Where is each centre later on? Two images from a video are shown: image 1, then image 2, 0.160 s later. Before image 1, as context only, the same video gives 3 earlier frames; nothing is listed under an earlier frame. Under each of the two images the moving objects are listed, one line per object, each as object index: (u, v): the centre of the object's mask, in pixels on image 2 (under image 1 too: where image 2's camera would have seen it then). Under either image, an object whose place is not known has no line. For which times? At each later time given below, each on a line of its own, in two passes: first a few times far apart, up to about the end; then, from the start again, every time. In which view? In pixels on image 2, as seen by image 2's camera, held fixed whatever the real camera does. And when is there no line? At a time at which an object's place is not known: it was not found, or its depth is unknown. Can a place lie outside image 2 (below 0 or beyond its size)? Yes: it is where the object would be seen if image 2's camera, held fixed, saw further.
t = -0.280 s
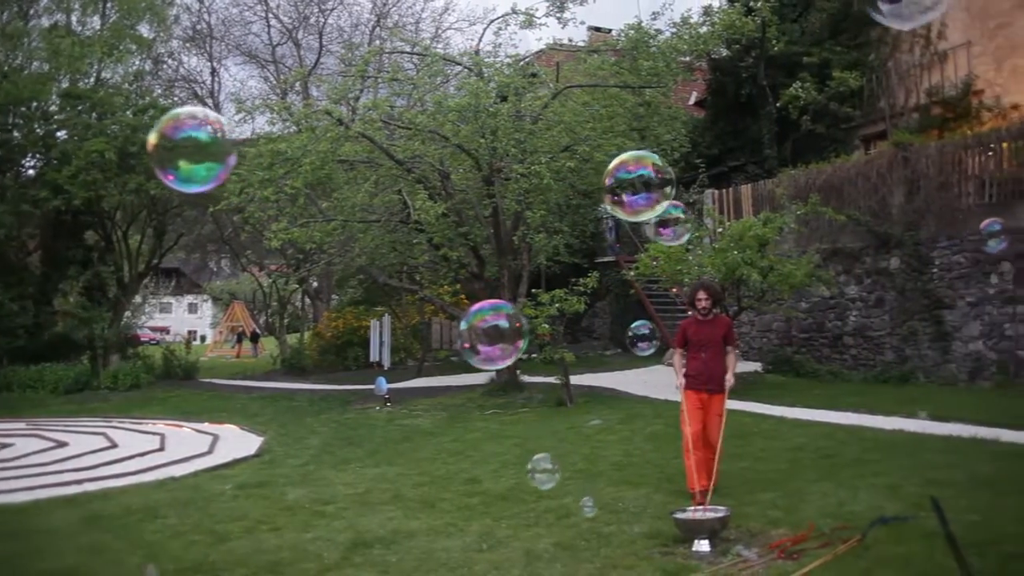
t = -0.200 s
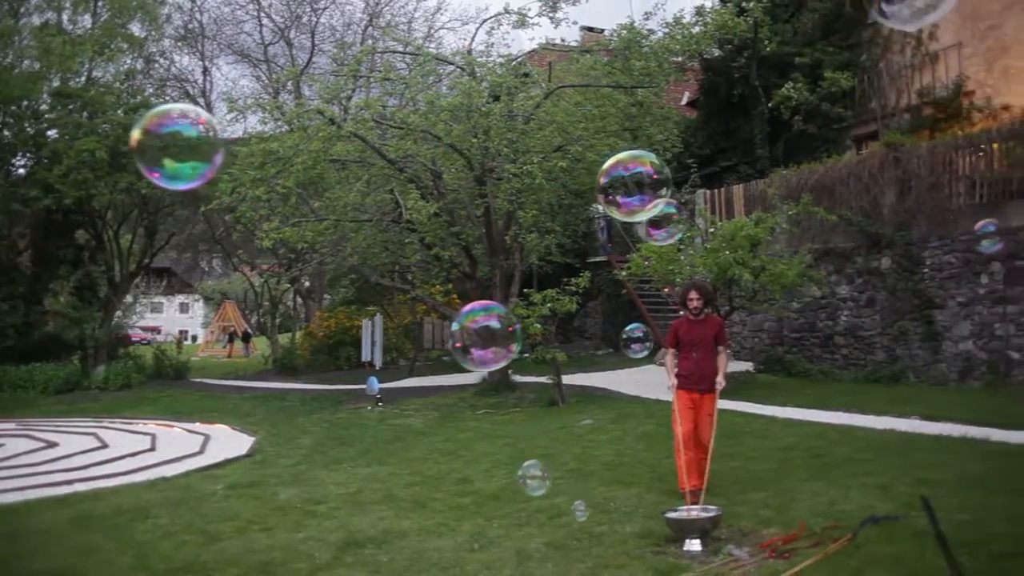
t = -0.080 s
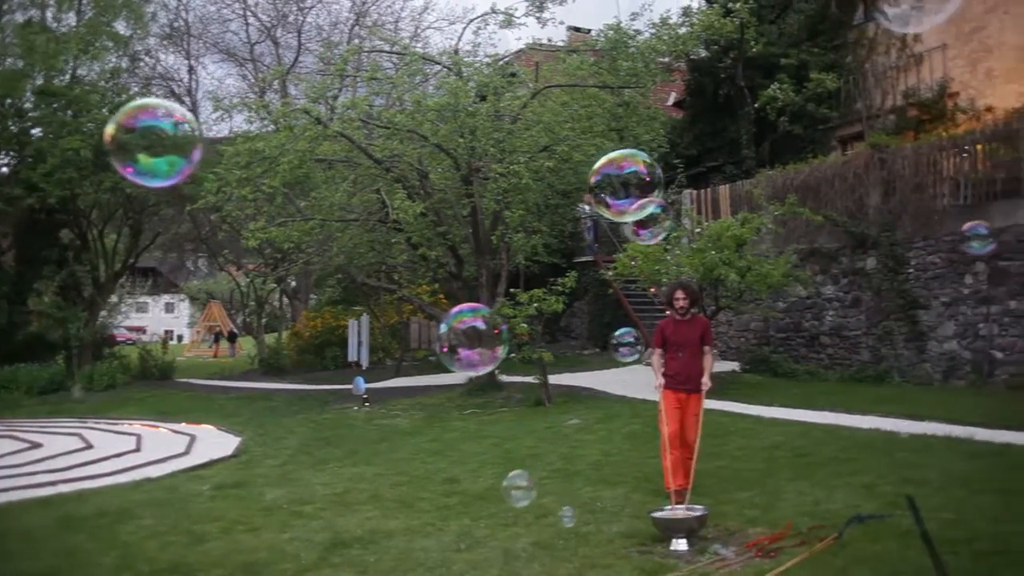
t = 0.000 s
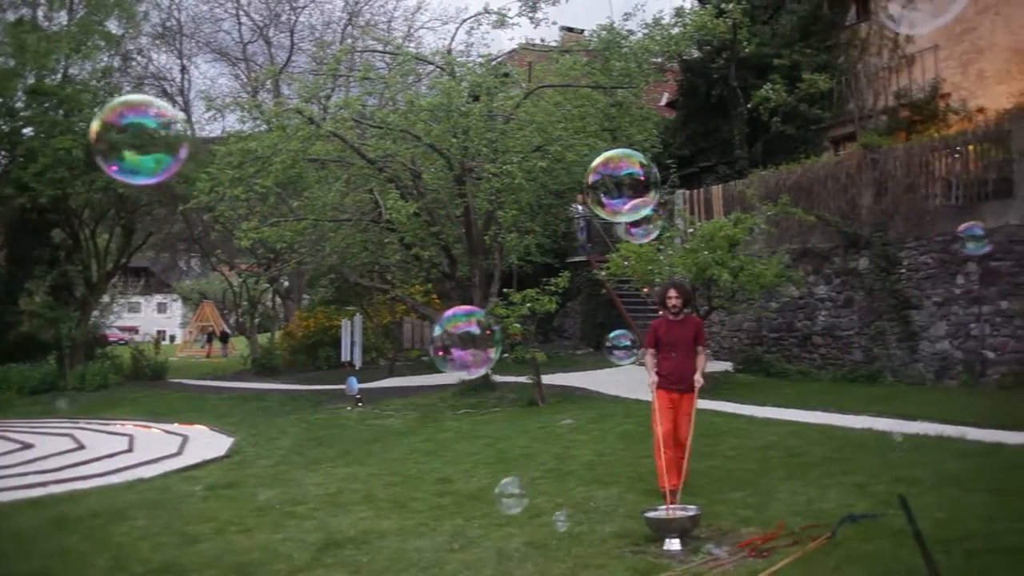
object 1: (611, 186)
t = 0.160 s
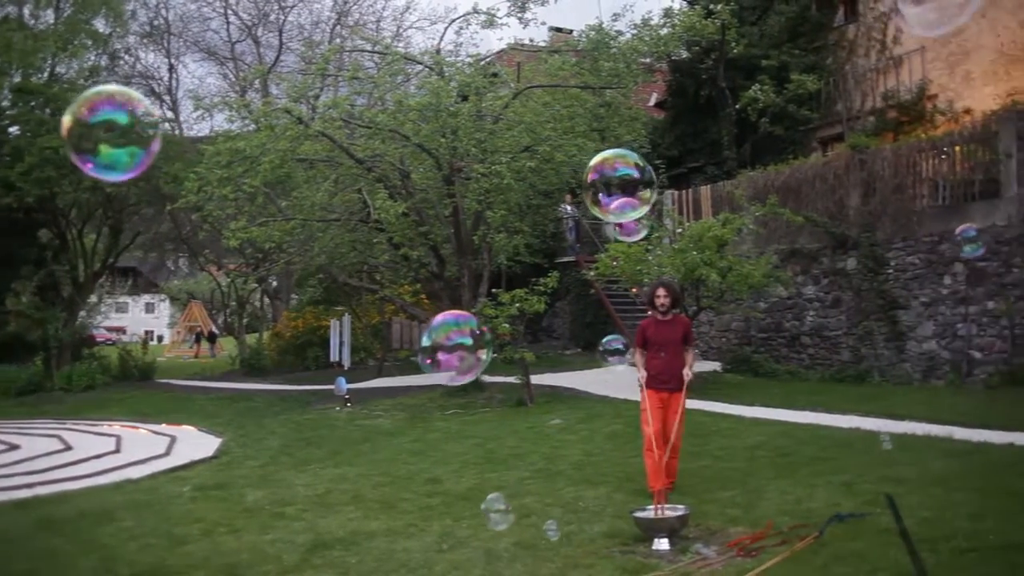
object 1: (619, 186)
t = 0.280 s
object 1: (625, 185)
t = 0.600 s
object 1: (642, 183)
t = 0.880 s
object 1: (660, 180)
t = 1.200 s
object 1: (681, 177)
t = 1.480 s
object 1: (701, 172)
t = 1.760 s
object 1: (725, 166)
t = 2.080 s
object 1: (755, 158)
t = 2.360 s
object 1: (782, 147)
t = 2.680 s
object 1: (820, 133)
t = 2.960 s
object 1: (856, 119)
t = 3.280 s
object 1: (903, 102)
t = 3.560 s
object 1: (948, 88)
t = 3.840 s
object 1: (998, 77)
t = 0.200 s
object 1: (621, 186)
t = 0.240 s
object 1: (623, 185)
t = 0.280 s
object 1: (625, 185)
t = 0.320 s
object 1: (627, 185)
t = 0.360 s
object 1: (629, 185)
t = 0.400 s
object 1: (631, 185)
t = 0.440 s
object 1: (633, 184)
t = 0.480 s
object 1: (635, 184)
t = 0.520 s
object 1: (637, 184)
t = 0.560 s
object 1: (640, 183)
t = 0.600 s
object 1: (642, 183)
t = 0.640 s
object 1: (644, 183)
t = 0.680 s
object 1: (646, 183)
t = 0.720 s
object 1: (649, 182)
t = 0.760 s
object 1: (653, 180)
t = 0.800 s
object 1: (656, 180)
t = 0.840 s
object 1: (657, 181)
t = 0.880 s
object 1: (660, 180)
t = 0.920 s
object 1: (663, 180)
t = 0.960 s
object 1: (665, 179)
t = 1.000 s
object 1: (667, 179)
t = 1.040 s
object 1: (670, 179)
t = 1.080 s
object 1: (673, 179)
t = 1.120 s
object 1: (675, 178)
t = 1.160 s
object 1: (678, 178)
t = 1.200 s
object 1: (681, 177)
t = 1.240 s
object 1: (684, 176)
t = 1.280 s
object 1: (686, 176)
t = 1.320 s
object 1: (689, 175)
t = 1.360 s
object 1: (692, 174)
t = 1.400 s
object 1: (695, 174)
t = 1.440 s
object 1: (698, 173)
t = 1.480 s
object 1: (701, 172)
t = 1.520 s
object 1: (704, 171)
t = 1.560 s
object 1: (708, 171)
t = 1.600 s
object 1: (712, 169)
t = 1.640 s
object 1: (715, 169)
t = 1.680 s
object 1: (718, 168)
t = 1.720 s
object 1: (721, 167)
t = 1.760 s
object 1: (725, 166)
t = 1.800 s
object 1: (729, 165)
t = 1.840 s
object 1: (732, 165)
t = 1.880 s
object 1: (736, 164)
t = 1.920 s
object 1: (739, 163)
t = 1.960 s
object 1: (743, 162)
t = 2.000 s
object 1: (747, 160)
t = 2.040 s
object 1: (751, 159)
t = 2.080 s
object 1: (755, 158)
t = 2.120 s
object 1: (759, 156)
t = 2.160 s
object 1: (763, 155)
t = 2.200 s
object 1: (767, 153)
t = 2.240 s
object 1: (771, 152)
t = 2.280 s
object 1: (775, 150)
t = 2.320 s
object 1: (779, 149)
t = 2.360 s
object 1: (782, 147)
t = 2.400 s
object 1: (787, 146)
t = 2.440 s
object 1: (792, 144)
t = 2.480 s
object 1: (796, 142)
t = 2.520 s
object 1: (800, 141)
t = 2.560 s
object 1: (805, 139)
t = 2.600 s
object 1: (809, 138)
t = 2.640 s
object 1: (815, 135)
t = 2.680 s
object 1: (820, 133)
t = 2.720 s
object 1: (825, 131)
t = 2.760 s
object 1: (830, 129)
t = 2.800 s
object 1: (835, 128)
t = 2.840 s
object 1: (839, 126)
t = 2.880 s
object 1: (845, 124)
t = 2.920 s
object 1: (851, 122)
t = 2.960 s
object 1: (856, 119)
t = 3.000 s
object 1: (862, 117)
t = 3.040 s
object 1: (867, 115)
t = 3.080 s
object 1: (871, 113)
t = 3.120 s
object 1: (876, 111)
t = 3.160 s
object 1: (884, 108)
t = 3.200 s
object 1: (890, 106)
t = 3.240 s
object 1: (895, 104)
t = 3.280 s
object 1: (903, 102)
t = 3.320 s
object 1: (909, 100)
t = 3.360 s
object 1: (916, 97)
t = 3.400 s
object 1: (922, 95)
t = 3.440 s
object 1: (927, 94)
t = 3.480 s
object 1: (935, 91)
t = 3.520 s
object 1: (942, 90)
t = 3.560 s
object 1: (948, 88)
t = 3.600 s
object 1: (955, 86)
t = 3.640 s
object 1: (961, 85)
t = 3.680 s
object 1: (968, 84)
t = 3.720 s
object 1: (974, 82)
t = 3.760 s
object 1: (983, 80)
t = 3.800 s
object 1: (993, 77)
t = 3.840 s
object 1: (998, 77)
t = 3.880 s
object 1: (1006, 74)
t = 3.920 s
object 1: (1013, 73)
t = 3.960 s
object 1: (1022, 72)
